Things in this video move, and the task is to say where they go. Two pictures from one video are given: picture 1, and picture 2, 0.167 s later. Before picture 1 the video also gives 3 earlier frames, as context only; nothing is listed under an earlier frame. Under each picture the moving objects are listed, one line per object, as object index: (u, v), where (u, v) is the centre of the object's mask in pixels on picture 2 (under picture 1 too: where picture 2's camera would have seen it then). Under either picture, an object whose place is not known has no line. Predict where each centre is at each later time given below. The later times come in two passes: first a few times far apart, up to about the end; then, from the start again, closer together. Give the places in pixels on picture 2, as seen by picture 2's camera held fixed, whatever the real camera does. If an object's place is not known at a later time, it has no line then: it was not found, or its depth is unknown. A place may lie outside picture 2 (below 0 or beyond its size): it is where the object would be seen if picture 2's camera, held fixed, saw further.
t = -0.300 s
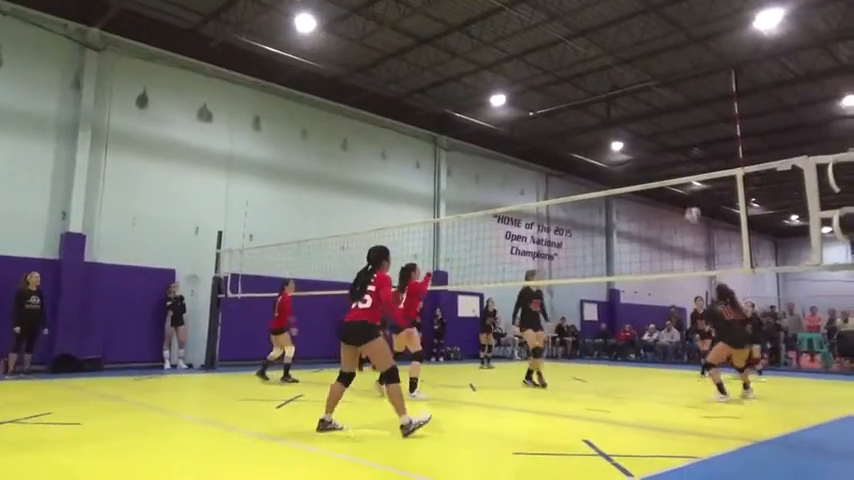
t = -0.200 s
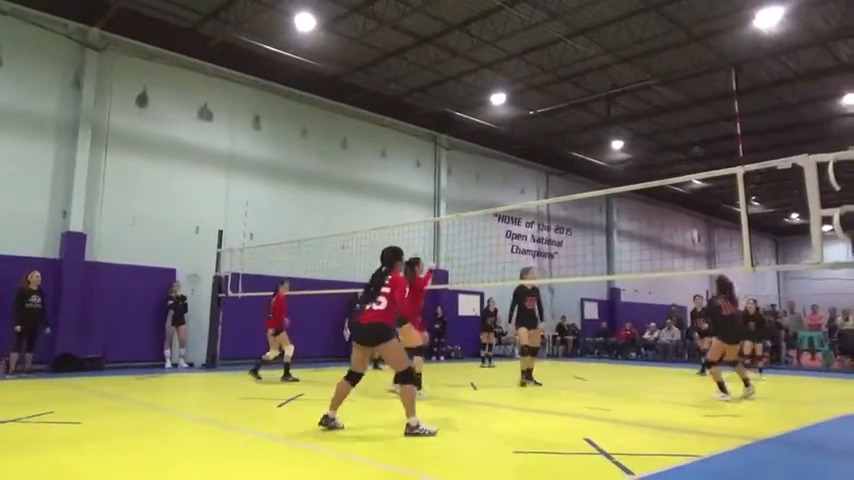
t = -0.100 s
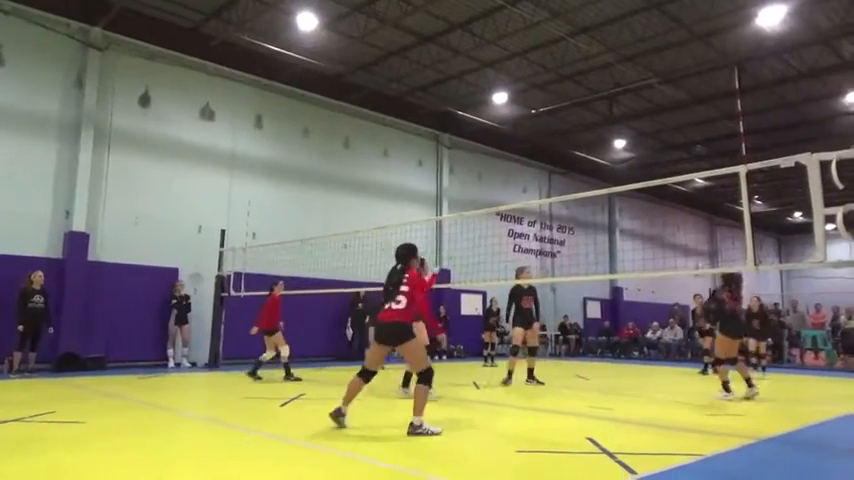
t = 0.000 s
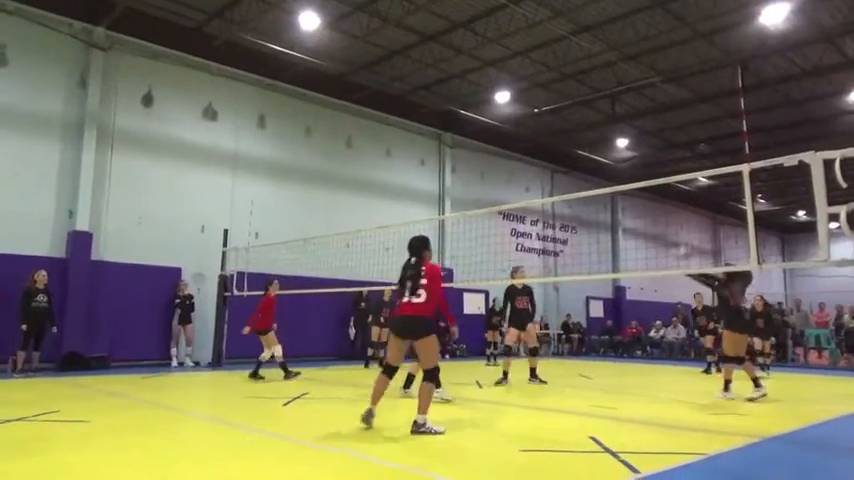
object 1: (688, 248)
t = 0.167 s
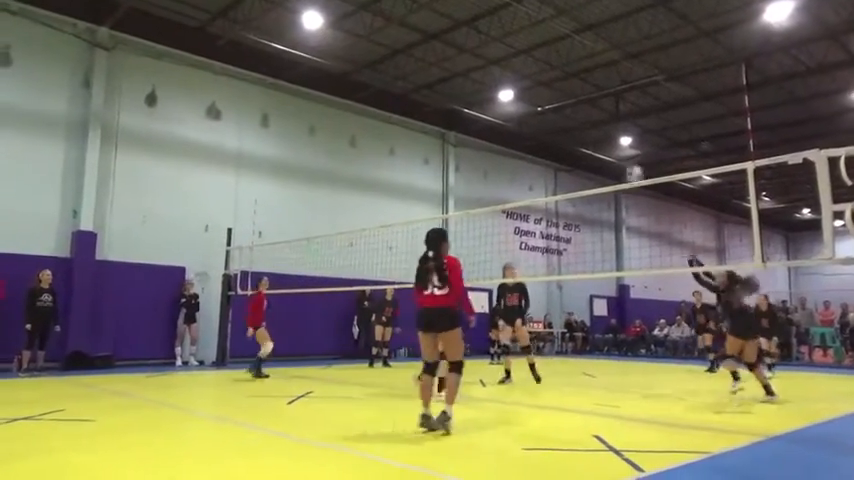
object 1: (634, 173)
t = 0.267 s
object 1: (599, 137)
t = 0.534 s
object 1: (498, 67)
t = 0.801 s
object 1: (374, 55)
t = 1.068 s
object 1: (208, 126)
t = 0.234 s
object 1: (611, 148)
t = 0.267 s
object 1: (599, 137)
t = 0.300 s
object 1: (588, 126)
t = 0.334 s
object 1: (576, 115)
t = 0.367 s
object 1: (564, 105)
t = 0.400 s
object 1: (551, 96)
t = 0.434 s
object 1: (539, 88)
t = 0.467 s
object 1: (526, 79)
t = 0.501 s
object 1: (512, 74)
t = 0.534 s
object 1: (498, 67)
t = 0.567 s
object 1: (484, 62)
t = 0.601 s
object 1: (470, 58)
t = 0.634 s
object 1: (456, 55)
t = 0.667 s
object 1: (441, 53)
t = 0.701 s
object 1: (423, 51)
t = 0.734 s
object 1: (409, 52)
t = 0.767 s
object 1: (392, 53)
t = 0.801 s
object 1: (374, 55)
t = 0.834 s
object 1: (356, 59)
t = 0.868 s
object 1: (337, 64)
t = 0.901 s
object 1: (318, 69)
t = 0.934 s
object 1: (298, 77)
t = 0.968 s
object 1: (277, 85)
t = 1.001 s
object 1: (257, 96)
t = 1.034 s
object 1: (226, 108)
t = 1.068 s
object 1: (208, 126)
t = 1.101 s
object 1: (181, 146)
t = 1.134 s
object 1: (157, 167)
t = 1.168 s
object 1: (130, 191)
